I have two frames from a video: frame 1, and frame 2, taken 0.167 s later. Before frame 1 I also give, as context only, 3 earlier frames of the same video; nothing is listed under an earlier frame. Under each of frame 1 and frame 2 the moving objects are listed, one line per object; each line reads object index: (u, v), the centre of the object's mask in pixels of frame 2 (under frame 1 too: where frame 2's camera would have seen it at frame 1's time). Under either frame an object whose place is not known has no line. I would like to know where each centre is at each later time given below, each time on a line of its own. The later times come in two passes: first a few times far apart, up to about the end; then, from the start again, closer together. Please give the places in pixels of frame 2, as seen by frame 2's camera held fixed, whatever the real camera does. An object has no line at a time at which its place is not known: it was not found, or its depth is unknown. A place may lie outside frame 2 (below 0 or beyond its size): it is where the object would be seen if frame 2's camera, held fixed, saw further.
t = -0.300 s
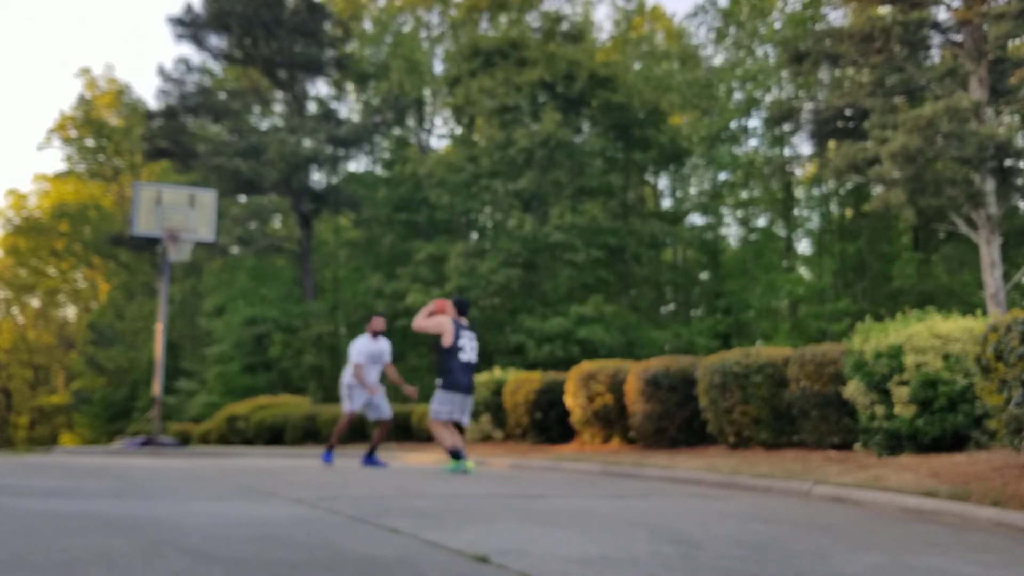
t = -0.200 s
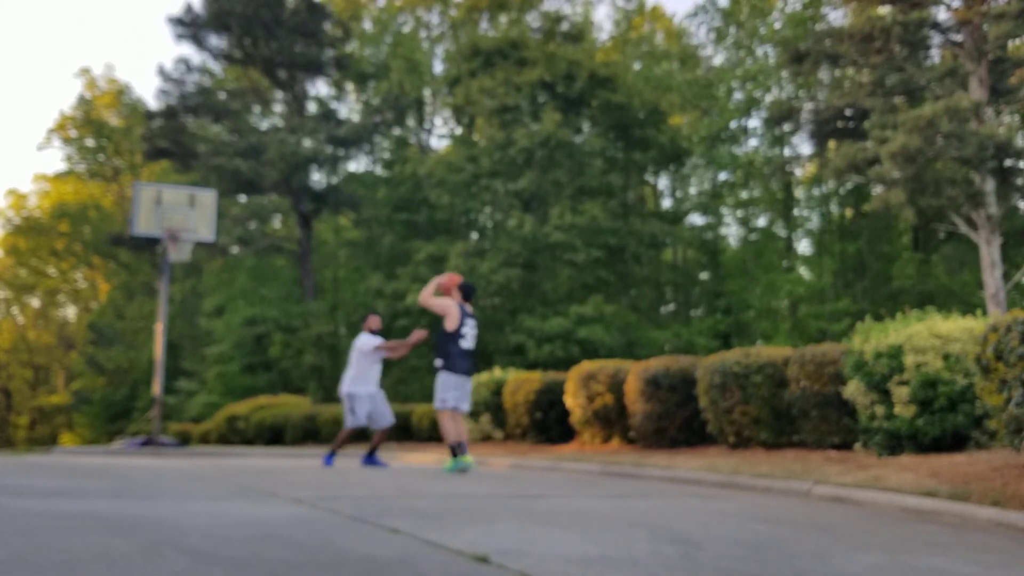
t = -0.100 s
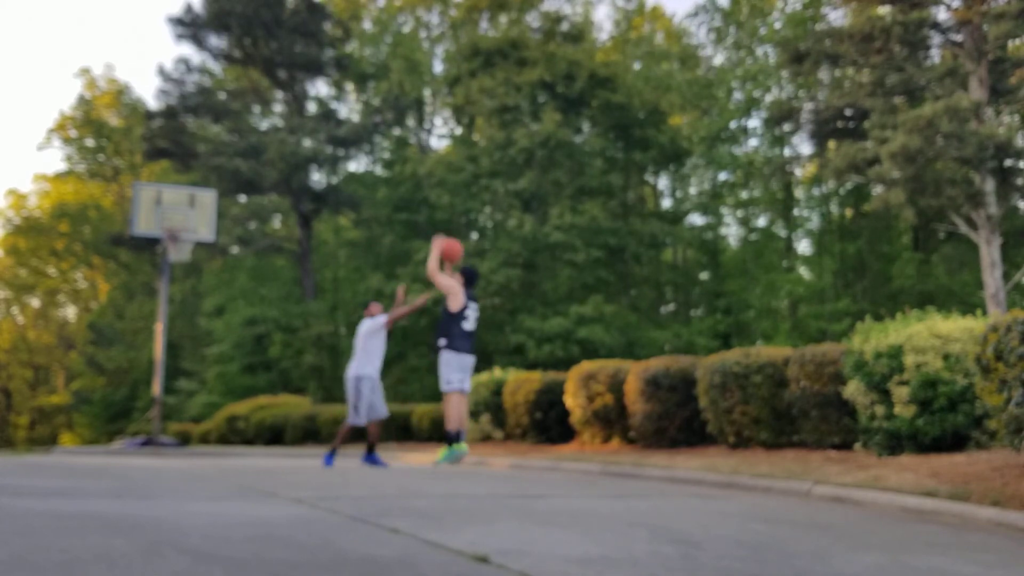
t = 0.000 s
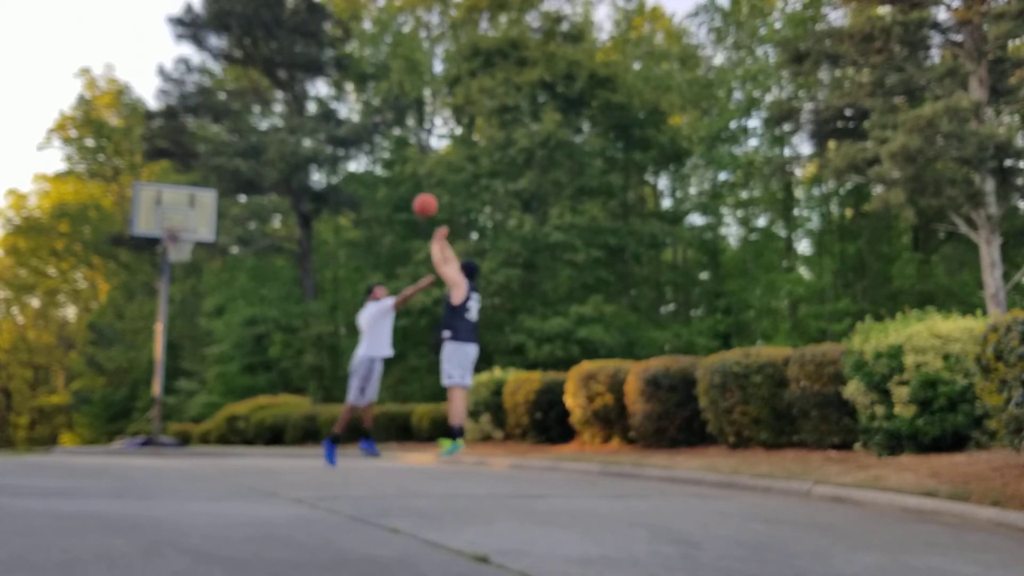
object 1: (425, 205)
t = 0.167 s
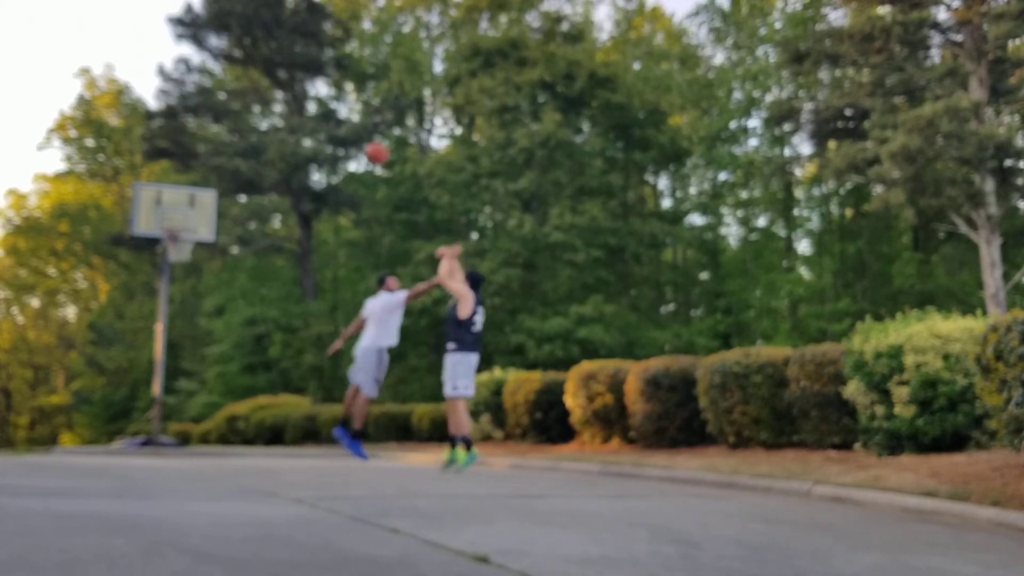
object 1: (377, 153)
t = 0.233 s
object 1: (358, 140)
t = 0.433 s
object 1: (306, 125)
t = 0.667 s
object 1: (252, 146)
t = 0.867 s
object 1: (210, 193)
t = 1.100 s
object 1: (174, 224)
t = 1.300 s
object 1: (170, 204)
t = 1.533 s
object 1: (163, 214)
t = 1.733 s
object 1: (163, 220)
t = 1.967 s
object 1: (165, 223)
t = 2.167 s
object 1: (172, 233)
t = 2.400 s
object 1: (179, 276)
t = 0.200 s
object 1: (367, 145)
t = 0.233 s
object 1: (358, 140)
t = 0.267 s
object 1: (350, 135)
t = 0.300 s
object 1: (340, 132)
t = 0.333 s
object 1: (332, 129)
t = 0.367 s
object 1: (323, 126)
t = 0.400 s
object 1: (315, 126)
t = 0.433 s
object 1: (306, 125)
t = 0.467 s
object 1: (299, 125)
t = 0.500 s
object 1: (291, 127)
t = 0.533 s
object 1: (284, 129)
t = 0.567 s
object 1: (276, 133)
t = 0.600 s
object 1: (267, 137)
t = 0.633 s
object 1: (260, 141)
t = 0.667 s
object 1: (252, 146)
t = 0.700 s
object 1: (244, 152)
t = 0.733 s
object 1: (237, 159)
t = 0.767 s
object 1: (230, 166)
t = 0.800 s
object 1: (223, 175)
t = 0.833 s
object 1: (217, 183)
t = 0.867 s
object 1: (210, 193)
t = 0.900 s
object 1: (201, 204)
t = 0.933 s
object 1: (195, 215)
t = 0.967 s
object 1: (190, 222)
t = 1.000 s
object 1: (185, 222)
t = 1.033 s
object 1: (181, 223)
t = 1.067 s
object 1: (177, 225)
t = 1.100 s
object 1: (174, 224)
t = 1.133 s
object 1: (174, 219)
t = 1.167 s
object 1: (174, 214)
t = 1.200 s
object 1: (173, 210)
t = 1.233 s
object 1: (172, 207)
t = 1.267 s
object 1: (171, 205)
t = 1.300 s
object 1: (170, 204)
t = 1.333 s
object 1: (170, 203)
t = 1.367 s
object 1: (169, 203)
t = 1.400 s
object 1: (168, 203)
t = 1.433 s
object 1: (167, 205)
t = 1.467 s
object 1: (166, 207)
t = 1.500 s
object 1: (165, 210)
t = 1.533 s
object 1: (163, 214)
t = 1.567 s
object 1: (163, 220)
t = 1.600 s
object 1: (163, 222)
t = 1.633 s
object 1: (163, 222)
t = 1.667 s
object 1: (163, 221)
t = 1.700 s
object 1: (163, 220)
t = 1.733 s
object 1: (163, 220)
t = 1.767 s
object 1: (163, 221)
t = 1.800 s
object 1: (163, 222)
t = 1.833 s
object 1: (163, 222)
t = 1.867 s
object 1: (163, 222)
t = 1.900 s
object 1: (164, 222)
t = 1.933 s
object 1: (164, 222)
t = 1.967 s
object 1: (165, 223)
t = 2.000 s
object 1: (166, 223)
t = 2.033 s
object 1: (168, 224)
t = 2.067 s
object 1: (169, 226)
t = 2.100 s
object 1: (170, 228)
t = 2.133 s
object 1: (171, 230)
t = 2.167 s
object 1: (172, 233)
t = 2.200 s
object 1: (172, 236)
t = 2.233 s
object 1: (173, 239)
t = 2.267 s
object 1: (174, 246)
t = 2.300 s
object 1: (176, 253)
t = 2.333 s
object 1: (177, 261)
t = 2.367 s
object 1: (179, 268)
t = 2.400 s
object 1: (179, 276)
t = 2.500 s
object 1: (180, 307)
